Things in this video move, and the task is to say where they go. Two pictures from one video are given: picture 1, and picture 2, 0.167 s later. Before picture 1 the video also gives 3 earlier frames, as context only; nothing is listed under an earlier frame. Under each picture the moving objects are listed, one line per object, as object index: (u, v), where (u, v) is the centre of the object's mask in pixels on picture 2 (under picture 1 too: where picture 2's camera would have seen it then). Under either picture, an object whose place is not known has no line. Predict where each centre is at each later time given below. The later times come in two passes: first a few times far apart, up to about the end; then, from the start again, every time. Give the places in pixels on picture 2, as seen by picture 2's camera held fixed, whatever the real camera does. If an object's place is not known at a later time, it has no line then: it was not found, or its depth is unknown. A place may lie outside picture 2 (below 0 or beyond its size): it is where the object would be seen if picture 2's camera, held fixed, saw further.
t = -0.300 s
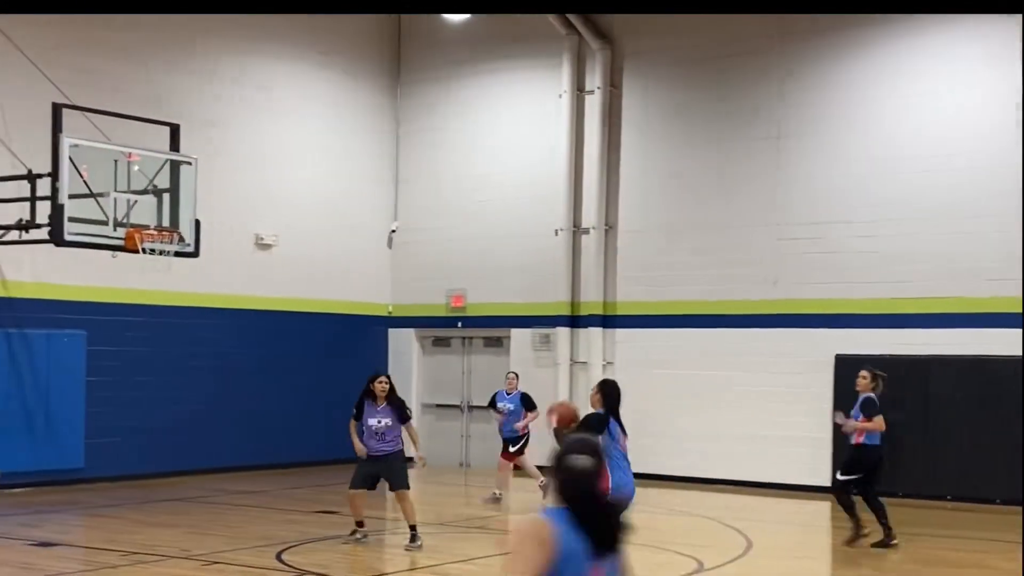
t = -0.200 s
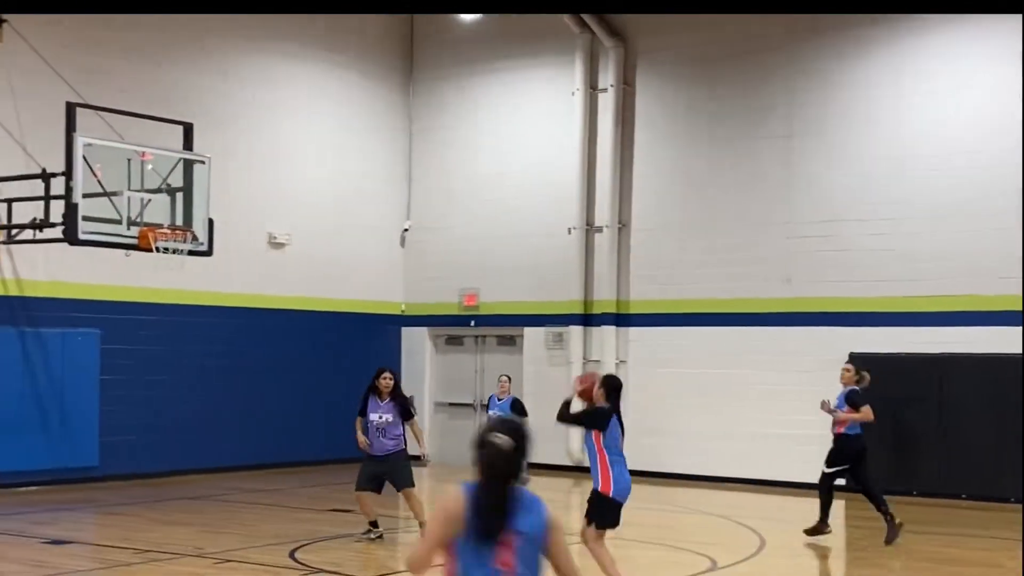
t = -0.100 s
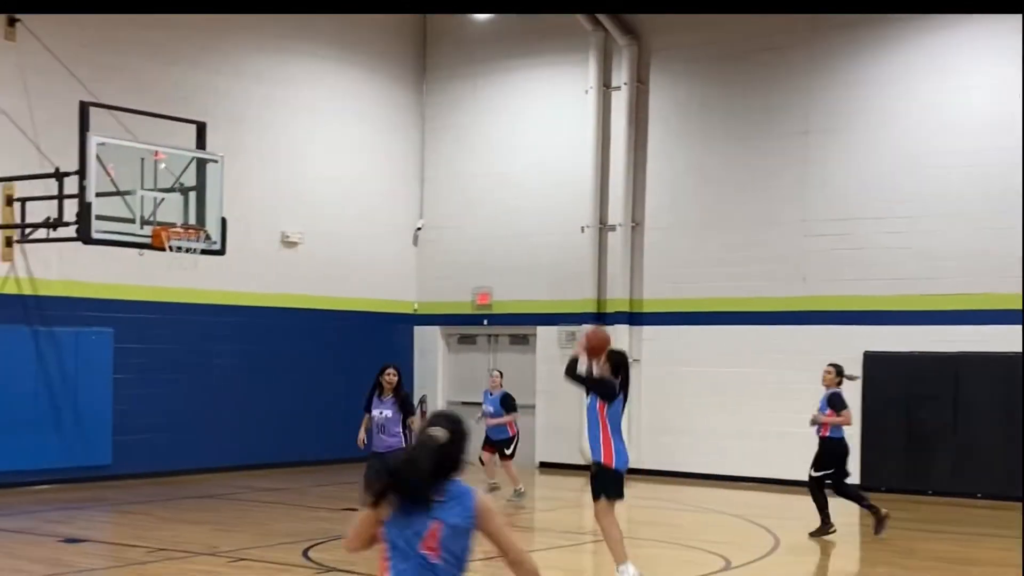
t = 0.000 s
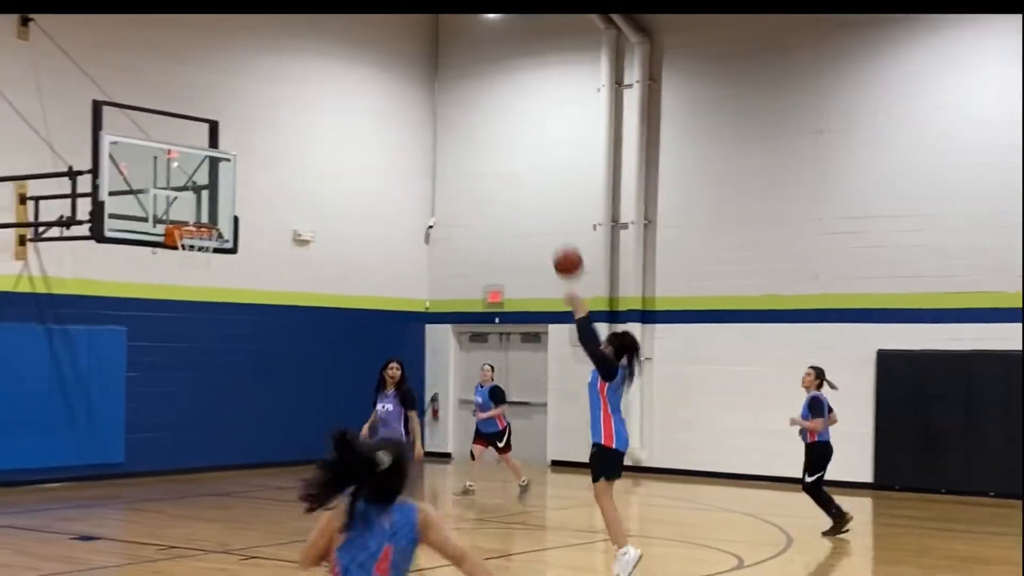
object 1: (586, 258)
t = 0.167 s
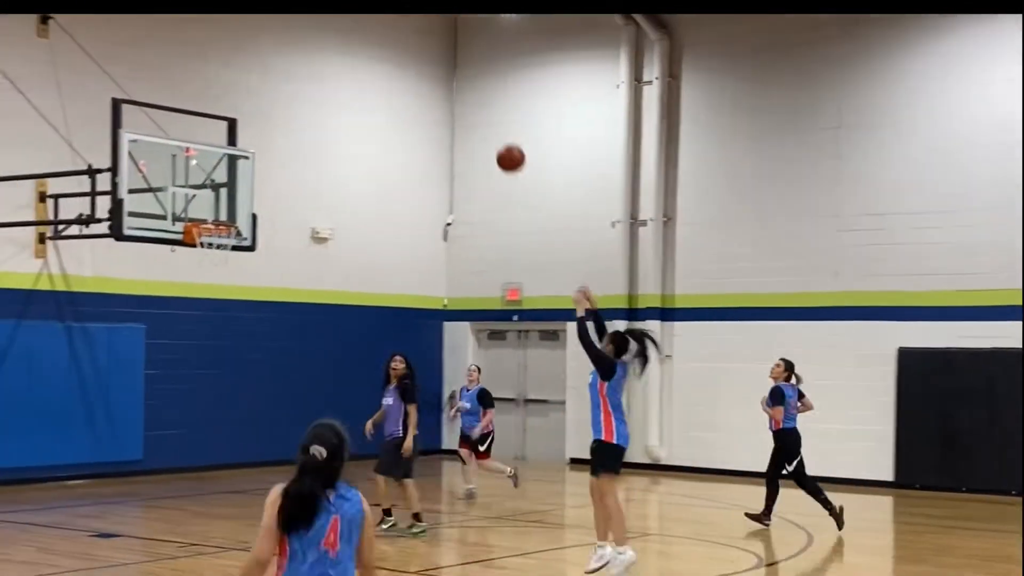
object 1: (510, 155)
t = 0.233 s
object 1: (483, 130)
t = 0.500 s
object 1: (384, 82)
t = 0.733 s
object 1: (312, 106)
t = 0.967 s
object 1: (249, 176)
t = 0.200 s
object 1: (496, 142)
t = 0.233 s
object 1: (483, 130)
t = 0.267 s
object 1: (470, 119)
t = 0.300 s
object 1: (456, 110)
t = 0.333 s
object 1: (444, 102)
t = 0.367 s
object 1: (431, 95)
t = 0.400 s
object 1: (419, 90)
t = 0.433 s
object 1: (407, 86)
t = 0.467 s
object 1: (396, 84)
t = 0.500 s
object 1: (384, 82)
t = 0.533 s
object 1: (373, 82)
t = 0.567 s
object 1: (362, 84)
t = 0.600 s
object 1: (352, 86)
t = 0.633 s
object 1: (342, 90)
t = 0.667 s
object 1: (331, 94)
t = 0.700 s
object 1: (322, 99)
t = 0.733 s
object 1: (312, 106)
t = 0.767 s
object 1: (302, 113)
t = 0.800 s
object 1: (293, 122)
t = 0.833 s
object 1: (284, 131)
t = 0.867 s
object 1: (275, 141)
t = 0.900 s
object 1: (266, 152)
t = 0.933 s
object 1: (258, 164)
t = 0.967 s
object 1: (249, 176)
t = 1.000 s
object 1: (241, 190)
